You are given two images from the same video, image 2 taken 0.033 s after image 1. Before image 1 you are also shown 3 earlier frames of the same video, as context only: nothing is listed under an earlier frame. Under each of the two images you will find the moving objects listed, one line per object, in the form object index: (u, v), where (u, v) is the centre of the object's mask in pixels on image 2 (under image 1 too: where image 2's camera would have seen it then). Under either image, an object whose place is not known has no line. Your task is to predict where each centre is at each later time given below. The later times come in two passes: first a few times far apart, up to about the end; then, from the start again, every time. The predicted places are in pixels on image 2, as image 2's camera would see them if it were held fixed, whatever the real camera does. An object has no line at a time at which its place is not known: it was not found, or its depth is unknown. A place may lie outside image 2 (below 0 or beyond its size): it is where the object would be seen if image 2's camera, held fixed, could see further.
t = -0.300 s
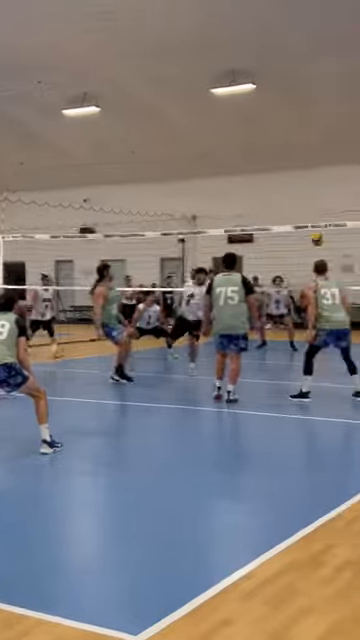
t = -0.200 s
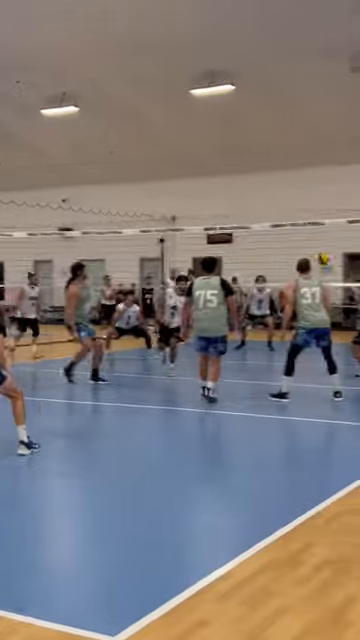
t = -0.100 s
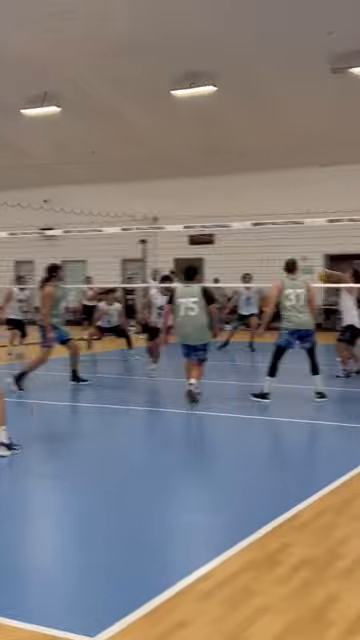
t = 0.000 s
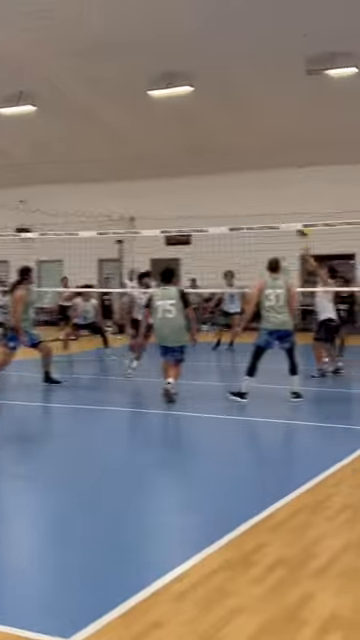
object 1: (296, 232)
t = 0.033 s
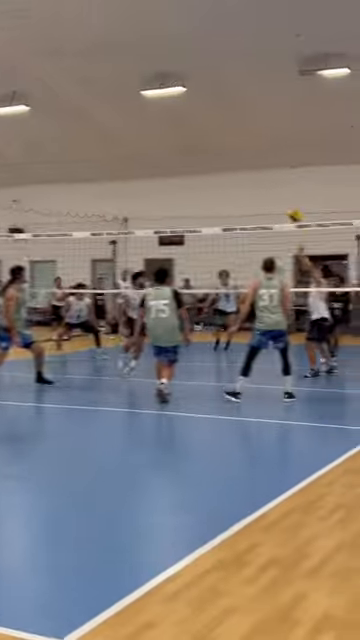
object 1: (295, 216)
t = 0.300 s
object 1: (293, 118)
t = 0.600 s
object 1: (291, 63)
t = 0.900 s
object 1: (288, 63)
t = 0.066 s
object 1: (295, 201)
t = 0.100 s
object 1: (294, 187)
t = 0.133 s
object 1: (293, 173)
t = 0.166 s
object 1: (294, 162)
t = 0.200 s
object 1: (294, 149)
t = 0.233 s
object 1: (293, 139)
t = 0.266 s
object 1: (293, 127)
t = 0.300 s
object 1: (293, 118)
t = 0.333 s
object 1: (292, 109)
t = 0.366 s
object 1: (293, 100)
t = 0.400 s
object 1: (292, 94)
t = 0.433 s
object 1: (291, 86)
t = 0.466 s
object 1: (292, 80)
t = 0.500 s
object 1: (291, 75)
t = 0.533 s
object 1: (291, 71)
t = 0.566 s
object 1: (291, 67)
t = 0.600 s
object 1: (291, 63)
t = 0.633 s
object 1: (290, 61)
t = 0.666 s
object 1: (289, 58)
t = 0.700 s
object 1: (289, 58)
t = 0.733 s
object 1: (289, 57)
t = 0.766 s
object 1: (289, 57)
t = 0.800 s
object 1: (288, 56)
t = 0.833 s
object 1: (288, 58)
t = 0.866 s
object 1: (287, 61)
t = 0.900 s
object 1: (288, 63)
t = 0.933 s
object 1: (287, 64)
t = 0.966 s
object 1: (286, 69)
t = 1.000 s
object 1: (286, 75)
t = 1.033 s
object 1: (286, 81)
